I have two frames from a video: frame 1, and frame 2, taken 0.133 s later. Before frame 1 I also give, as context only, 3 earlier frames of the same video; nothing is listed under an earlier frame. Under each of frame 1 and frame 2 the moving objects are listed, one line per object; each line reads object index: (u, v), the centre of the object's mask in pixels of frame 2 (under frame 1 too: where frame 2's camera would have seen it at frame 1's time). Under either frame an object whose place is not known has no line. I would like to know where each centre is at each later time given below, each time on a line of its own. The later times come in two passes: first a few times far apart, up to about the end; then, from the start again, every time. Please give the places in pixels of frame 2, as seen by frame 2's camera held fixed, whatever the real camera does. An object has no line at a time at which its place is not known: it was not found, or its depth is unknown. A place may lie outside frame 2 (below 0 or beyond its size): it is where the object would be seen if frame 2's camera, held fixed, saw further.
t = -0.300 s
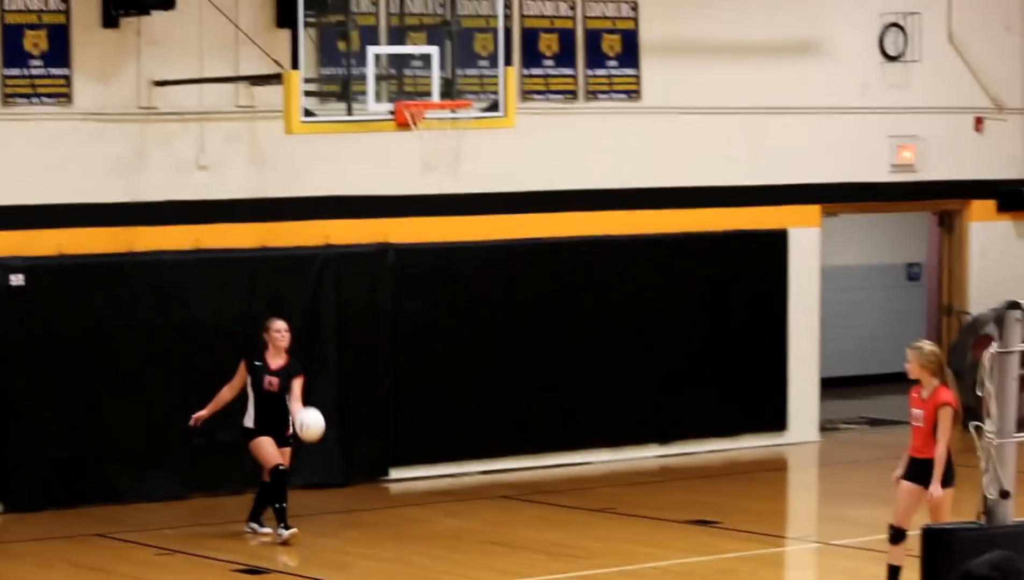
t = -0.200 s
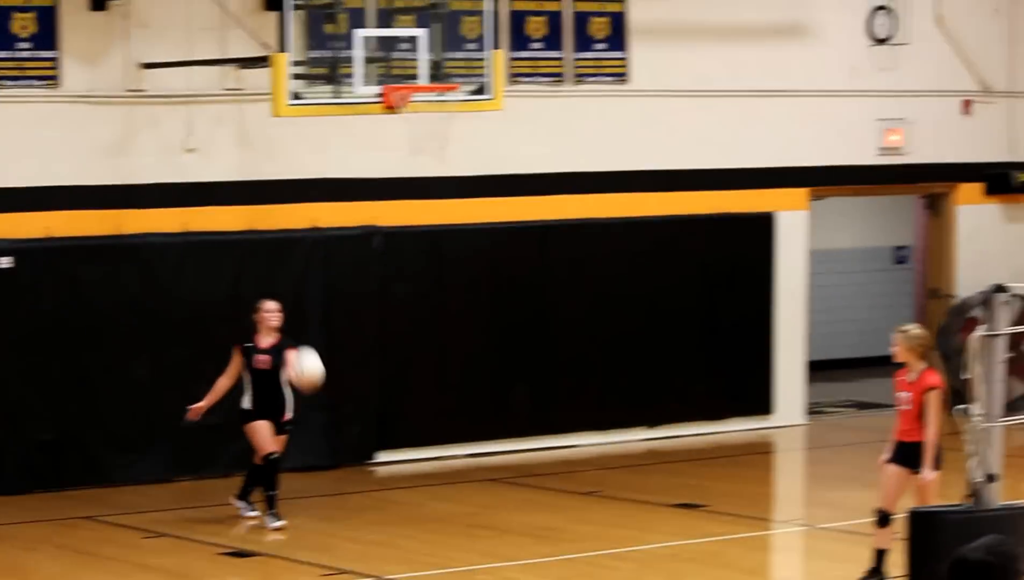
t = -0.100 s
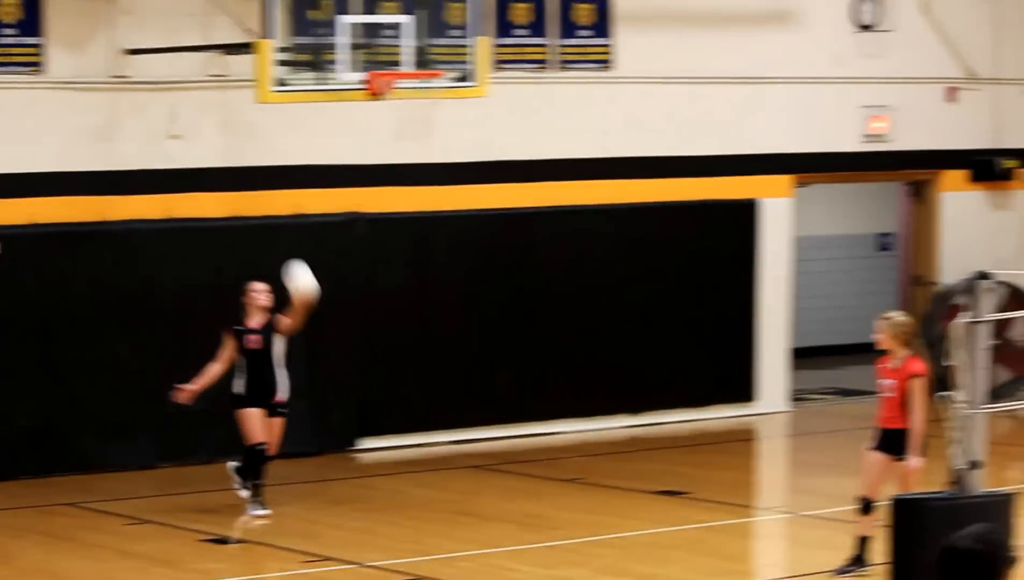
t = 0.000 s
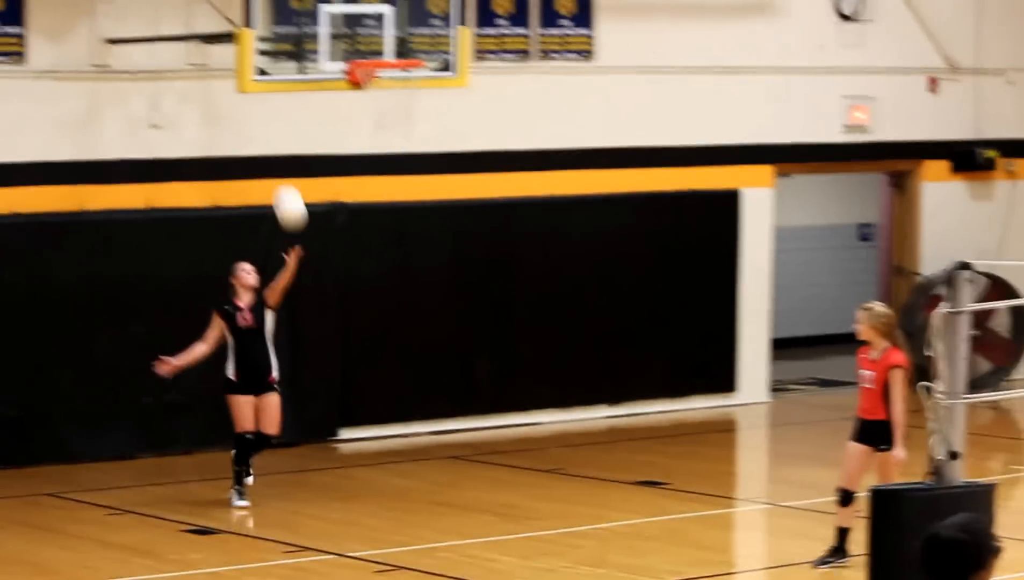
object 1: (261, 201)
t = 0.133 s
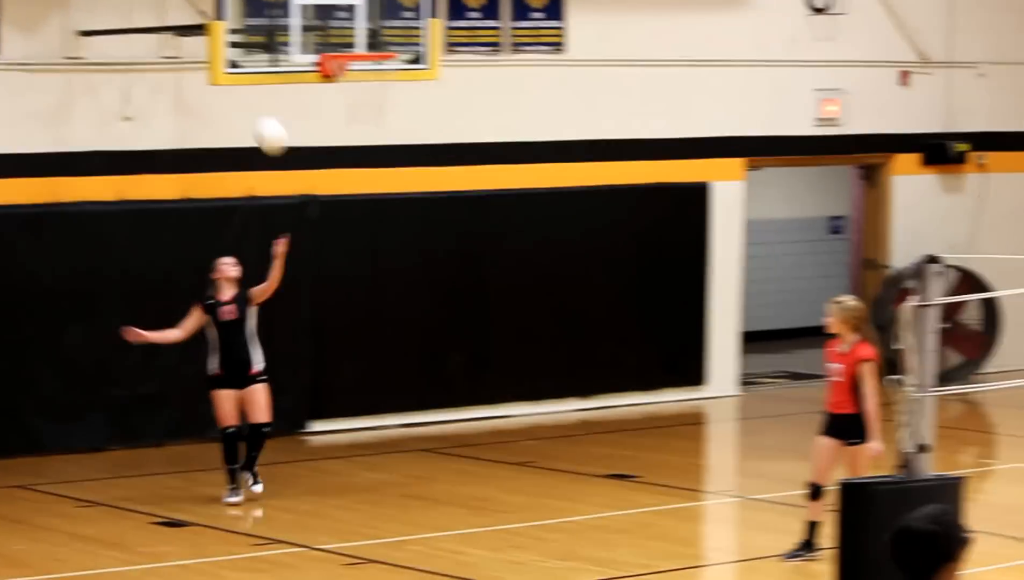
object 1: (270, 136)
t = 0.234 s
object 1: (277, 103)
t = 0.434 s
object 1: (291, 84)
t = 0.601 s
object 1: (303, 111)
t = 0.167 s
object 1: (272, 122)
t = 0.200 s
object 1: (274, 112)
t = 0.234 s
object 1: (277, 103)
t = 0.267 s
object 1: (278, 95)
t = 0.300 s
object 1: (281, 90)
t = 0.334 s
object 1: (284, 87)
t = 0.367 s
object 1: (286, 84)
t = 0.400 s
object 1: (289, 84)
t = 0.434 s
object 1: (291, 84)
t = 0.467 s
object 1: (293, 86)
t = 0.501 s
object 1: (295, 90)
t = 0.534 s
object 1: (298, 96)
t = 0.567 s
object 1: (300, 103)
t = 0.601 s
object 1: (303, 111)
